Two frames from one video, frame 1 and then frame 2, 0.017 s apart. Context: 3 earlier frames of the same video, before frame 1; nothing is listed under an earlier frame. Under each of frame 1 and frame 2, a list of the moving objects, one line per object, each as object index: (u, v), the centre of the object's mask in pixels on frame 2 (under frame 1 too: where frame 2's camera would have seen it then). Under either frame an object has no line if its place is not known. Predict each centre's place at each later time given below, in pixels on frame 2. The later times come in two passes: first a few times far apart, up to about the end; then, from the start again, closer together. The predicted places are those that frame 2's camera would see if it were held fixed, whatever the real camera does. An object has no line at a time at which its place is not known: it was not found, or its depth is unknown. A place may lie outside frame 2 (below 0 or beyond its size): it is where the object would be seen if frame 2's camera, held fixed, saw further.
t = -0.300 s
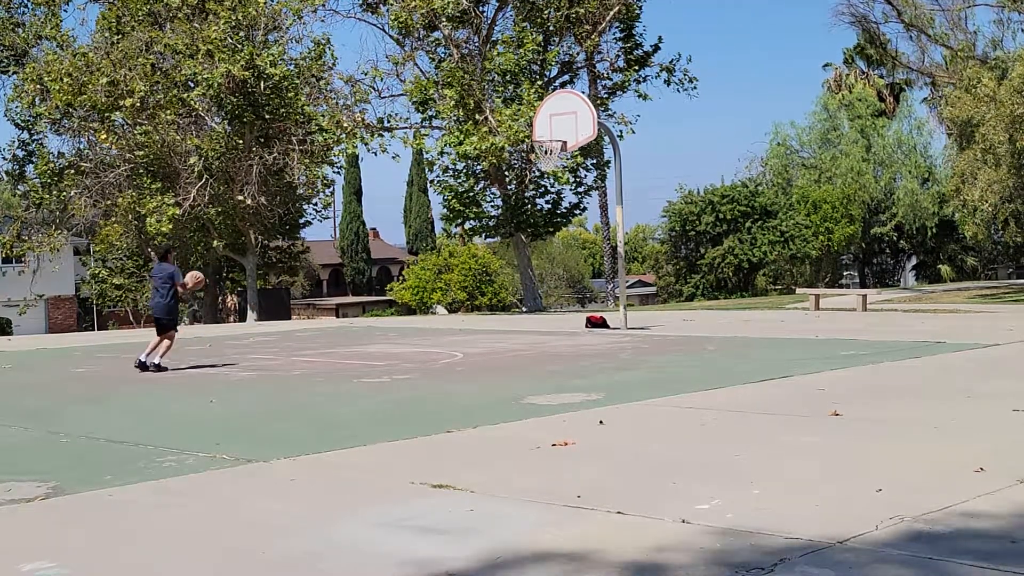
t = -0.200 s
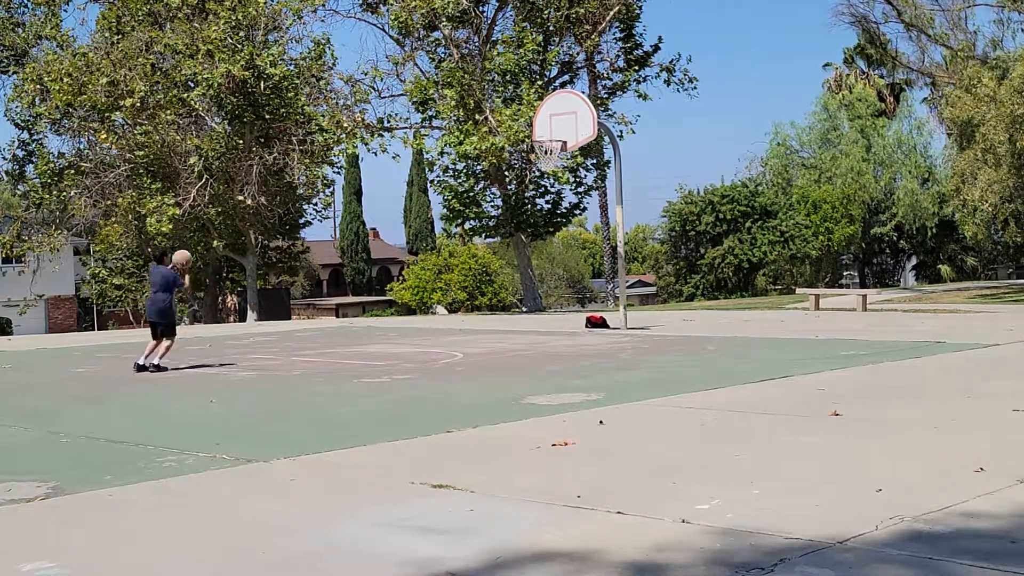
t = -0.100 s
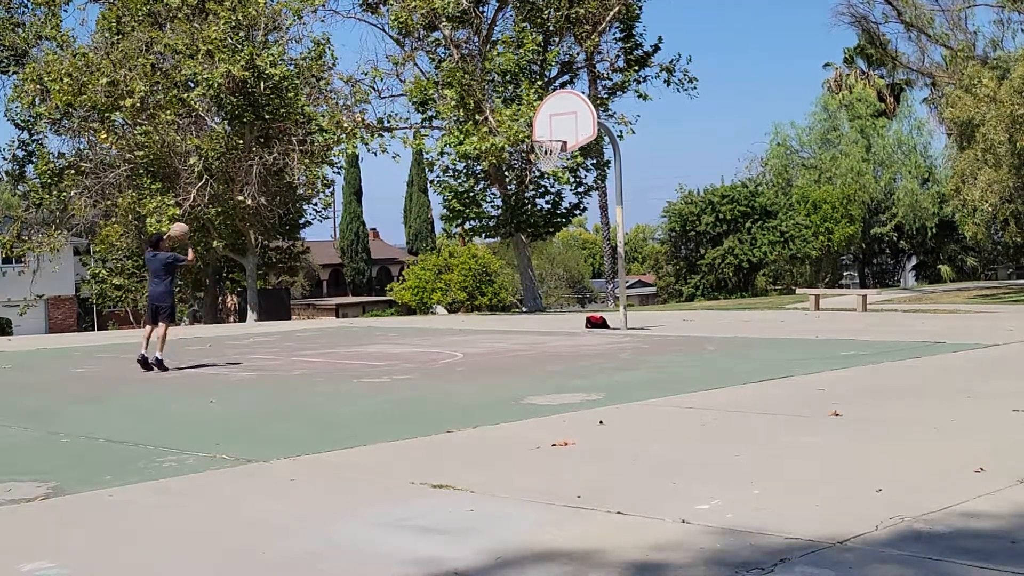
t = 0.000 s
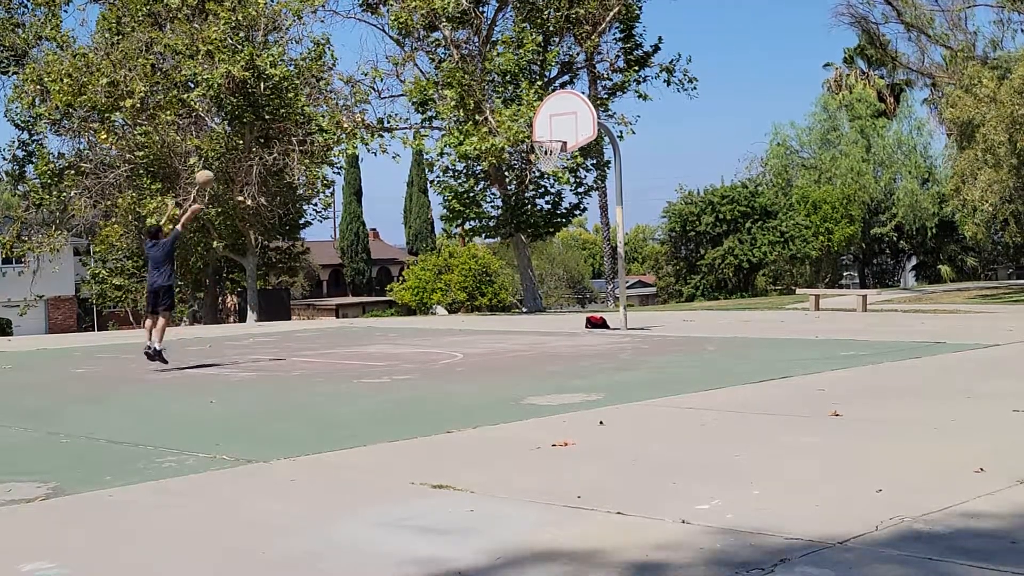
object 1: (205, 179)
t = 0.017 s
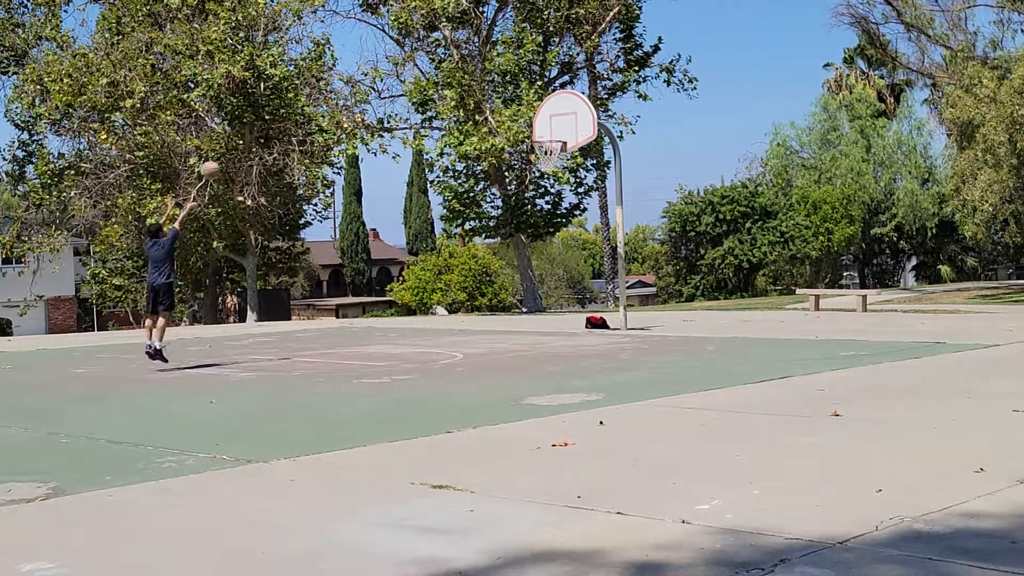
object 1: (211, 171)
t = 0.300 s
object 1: (295, 62)
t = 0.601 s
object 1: (376, 18)
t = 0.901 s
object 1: (453, 37)
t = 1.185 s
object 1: (519, 103)
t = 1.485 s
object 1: (555, 151)
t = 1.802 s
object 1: (557, 182)
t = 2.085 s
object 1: (556, 256)
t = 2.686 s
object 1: (554, 245)
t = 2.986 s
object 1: (554, 248)
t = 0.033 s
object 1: (214, 163)
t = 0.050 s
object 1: (220, 153)
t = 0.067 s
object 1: (225, 146)
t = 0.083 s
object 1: (231, 139)
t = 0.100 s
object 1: (235, 130)
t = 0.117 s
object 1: (242, 125)
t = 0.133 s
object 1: (246, 118)
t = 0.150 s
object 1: (251, 111)
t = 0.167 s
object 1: (256, 105)
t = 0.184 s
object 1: (261, 98)
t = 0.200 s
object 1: (265, 93)
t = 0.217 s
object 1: (270, 87)
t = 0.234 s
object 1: (275, 82)
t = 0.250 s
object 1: (281, 76)
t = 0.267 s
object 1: (284, 70)
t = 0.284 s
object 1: (290, 68)
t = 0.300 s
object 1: (295, 62)
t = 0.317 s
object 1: (300, 60)
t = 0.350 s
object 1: (308, 50)
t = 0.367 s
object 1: (315, 45)
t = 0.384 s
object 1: (318, 43)
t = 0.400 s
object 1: (323, 40)
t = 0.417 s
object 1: (327, 38)
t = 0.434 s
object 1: (332, 35)
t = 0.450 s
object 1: (336, 33)
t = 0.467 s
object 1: (340, 30)
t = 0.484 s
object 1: (345, 28)
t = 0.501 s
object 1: (350, 26)
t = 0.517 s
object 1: (354, 24)
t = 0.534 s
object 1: (358, 23)
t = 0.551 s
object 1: (363, 21)
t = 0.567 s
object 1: (368, 20)
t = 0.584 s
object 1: (372, 19)
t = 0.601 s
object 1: (376, 18)
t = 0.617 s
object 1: (379, 18)
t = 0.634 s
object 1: (385, 17)
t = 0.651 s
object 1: (389, 16)
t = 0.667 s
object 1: (394, 17)
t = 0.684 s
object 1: (398, 17)
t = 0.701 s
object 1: (401, 17)
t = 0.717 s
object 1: (407, 18)
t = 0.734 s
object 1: (411, 18)
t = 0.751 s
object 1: (415, 20)
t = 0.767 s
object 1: (419, 22)
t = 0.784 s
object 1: (423, 22)
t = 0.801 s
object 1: (429, 24)
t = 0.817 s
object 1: (432, 26)
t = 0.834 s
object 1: (437, 27)
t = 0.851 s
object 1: (440, 29)
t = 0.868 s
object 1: (445, 32)
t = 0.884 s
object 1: (449, 34)
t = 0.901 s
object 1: (453, 37)
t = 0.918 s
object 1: (457, 40)
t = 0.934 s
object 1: (461, 43)
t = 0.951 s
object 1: (464, 44)
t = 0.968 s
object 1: (469, 47)
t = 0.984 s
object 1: (472, 50)
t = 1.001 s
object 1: (477, 54)
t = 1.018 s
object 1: (480, 60)
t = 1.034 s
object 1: (485, 63)
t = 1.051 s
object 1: (488, 66)
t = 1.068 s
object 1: (493, 70)
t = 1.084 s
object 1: (496, 75)
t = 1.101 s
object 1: (501, 79)
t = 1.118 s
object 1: (505, 84)
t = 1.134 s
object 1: (508, 88)
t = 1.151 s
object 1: (512, 94)
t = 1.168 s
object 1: (515, 97)
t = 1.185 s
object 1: (519, 103)
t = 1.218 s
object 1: (527, 113)
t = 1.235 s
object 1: (531, 120)
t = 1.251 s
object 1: (535, 125)
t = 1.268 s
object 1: (539, 132)
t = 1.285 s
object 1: (542, 136)
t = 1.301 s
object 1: (554, 150)
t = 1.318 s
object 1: (553, 148)
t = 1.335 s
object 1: (553, 154)
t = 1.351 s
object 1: (555, 158)
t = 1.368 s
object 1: (554, 155)
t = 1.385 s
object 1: (555, 155)
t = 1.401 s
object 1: (555, 154)
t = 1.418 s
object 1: (555, 154)
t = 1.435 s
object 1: (556, 152)
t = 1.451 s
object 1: (556, 151)
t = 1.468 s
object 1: (556, 151)
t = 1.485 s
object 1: (555, 151)
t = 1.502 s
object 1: (555, 151)
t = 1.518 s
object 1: (555, 151)
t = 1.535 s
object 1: (555, 152)
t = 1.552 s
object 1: (554, 152)
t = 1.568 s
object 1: (554, 154)
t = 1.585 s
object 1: (554, 154)
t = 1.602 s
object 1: (553, 155)
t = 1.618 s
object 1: (553, 156)
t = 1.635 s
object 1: (554, 159)
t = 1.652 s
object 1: (554, 160)
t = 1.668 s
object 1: (554, 161)
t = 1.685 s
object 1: (552, 163)
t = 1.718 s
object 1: (554, 168)
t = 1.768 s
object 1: (554, 171)
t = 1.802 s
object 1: (557, 182)
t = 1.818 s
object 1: (557, 184)
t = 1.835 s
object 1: (555, 188)
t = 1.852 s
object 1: (555, 191)
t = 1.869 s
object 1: (556, 195)
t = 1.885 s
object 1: (555, 199)
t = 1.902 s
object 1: (555, 202)
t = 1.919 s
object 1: (555, 207)
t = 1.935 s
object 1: (555, 211)
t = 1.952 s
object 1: (556, 216)
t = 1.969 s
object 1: (556, 221)
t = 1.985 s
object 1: (556, 225)
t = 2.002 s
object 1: (556, 230)
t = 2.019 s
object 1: (555, 234)
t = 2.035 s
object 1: (556, 239)
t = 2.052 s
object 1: (556, 245)
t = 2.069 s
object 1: (556, 250)
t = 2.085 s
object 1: (556, 256)
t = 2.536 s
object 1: (555, 264)
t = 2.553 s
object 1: (555, 260)
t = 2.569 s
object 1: (555, 259)
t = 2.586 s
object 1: (555, 257)
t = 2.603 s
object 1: (554, 253)
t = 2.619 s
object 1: (554, 251)
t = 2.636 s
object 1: (554, 249)
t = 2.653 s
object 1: (554, 247)
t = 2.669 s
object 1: (554, 246)
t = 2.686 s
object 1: (554, 245)
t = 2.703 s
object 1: (554, 243)
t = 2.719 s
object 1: (554, 242)
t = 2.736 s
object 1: (554, 242)
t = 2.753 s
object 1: (554, 241)
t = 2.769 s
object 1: (554, 240)
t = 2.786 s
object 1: (554, 240)
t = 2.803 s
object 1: (554, 240)
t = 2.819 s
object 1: (554, 240)
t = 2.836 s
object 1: (554, 240)
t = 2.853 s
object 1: (554, 240)
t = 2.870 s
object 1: (554, 240)
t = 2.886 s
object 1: (554, 241)
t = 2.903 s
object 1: (554, 241)
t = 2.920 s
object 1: (554, 242)
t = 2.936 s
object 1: (554, 243)
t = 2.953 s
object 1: (554, 245)
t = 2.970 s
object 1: (554, 246)
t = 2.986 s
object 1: (554, 248)
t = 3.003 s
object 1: (554, 250)
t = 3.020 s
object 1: (554, 251)
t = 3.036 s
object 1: (554, 253)
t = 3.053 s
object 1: (554, 256)
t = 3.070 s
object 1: (554, 258)
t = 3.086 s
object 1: (554, 261)
